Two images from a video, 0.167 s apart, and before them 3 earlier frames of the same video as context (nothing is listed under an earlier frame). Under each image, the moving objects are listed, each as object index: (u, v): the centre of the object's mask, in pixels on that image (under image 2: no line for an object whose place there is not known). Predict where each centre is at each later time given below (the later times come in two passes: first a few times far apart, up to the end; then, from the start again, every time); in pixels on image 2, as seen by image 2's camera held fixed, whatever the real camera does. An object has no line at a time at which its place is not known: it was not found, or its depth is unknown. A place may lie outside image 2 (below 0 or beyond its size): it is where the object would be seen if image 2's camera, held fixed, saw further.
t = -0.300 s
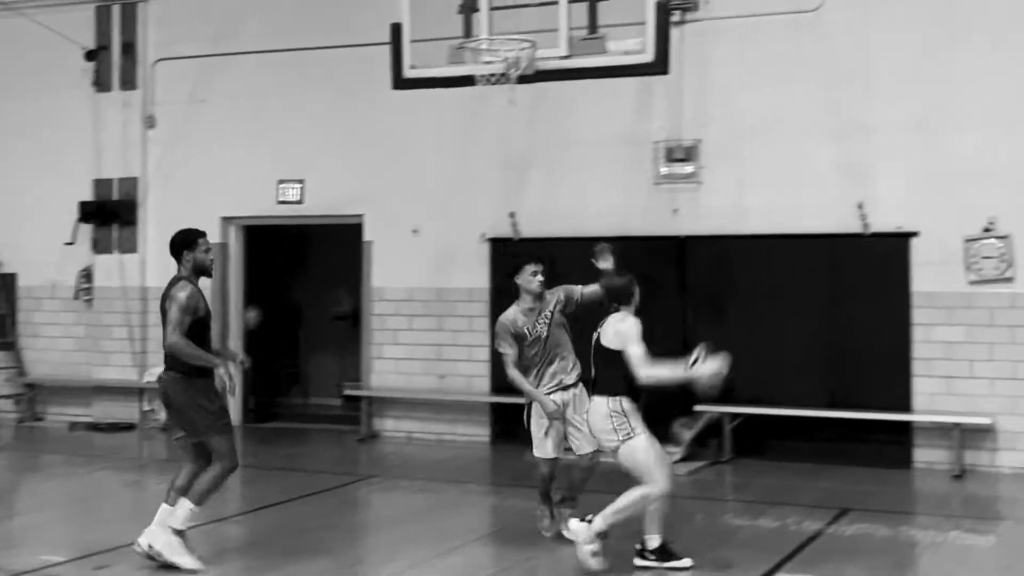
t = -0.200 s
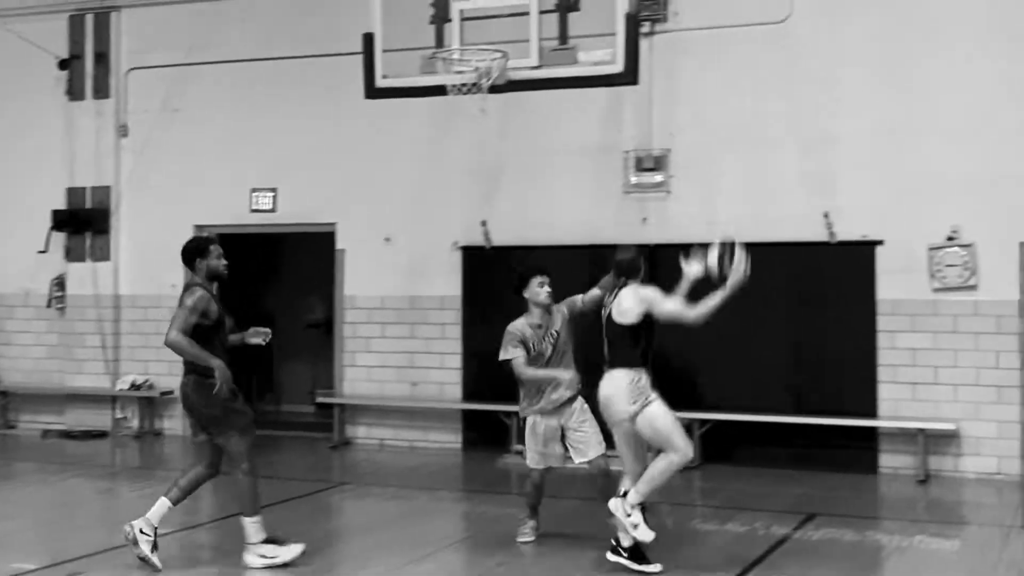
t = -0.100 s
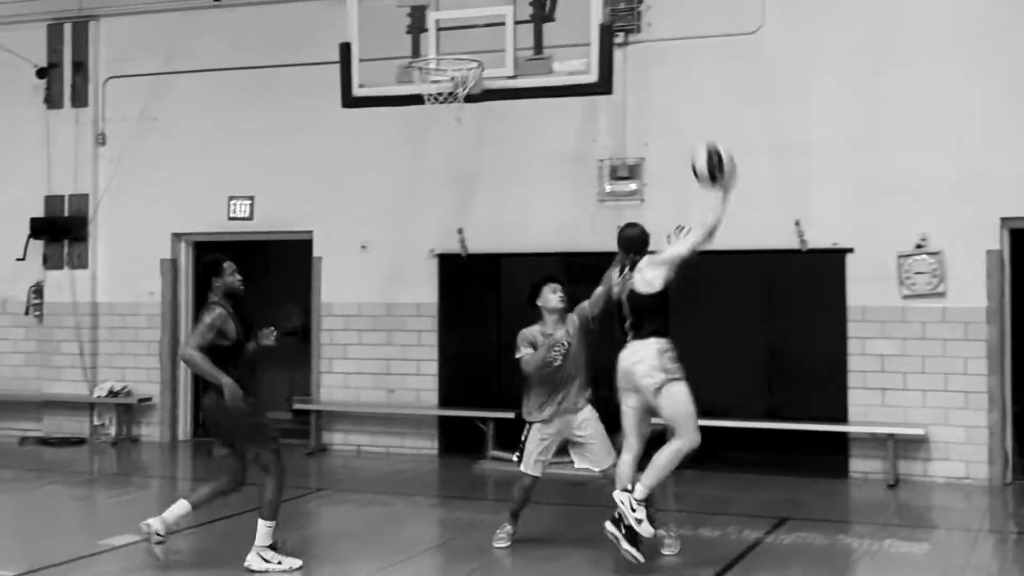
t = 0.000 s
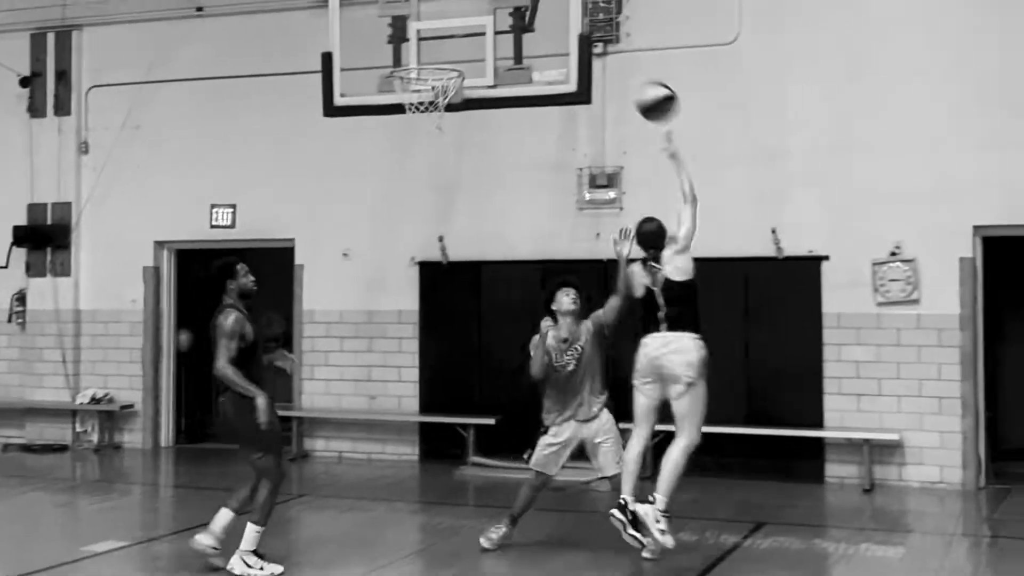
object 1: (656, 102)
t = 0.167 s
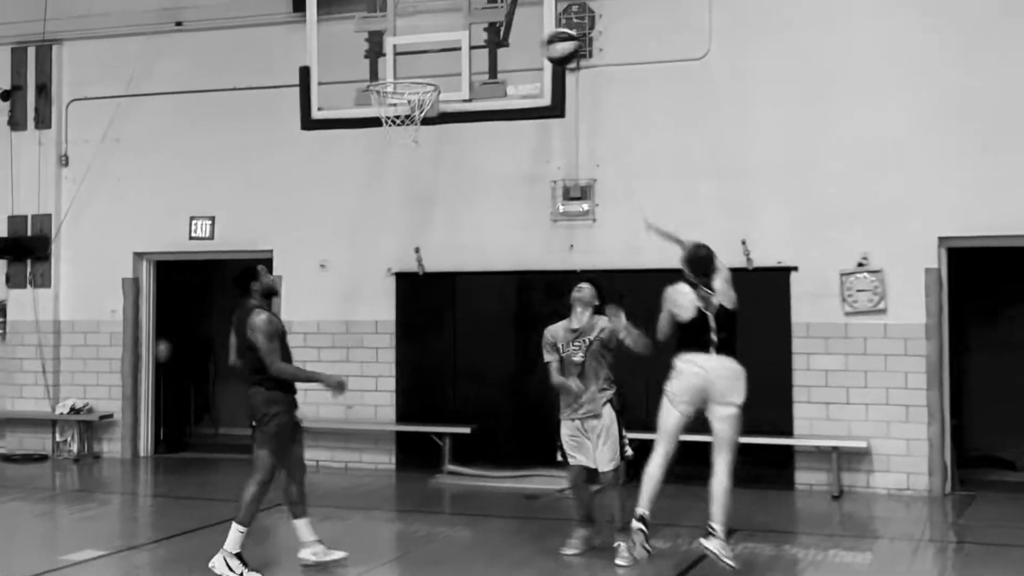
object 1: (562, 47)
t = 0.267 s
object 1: (525, 29)
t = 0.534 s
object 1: (439, 48)
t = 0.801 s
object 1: (389, 118)
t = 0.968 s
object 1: (414, 128)
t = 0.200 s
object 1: (549, 39)
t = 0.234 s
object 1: (536, 33)
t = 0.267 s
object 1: (525, 29)
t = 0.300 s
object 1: (513, 27)
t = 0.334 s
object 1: (501, 27)
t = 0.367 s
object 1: (490, 25)
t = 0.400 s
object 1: (479, 29)
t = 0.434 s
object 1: (468, 32)
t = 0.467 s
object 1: (458, 39)
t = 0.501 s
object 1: (448, 44)
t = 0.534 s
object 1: (439, 48)
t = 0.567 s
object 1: (429, 55)
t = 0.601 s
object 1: (419, 62)
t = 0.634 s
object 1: (410, 68)
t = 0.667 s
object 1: (401, 83)
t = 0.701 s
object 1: (393, 95)
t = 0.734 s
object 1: (389, 105)
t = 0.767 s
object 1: (386, 114)
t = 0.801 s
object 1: (389, 118)
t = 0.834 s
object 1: (392, 119)
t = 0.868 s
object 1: (399, 118)
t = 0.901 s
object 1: (404, 121)
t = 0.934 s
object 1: (410, 123)
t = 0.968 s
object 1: (414, 128)
